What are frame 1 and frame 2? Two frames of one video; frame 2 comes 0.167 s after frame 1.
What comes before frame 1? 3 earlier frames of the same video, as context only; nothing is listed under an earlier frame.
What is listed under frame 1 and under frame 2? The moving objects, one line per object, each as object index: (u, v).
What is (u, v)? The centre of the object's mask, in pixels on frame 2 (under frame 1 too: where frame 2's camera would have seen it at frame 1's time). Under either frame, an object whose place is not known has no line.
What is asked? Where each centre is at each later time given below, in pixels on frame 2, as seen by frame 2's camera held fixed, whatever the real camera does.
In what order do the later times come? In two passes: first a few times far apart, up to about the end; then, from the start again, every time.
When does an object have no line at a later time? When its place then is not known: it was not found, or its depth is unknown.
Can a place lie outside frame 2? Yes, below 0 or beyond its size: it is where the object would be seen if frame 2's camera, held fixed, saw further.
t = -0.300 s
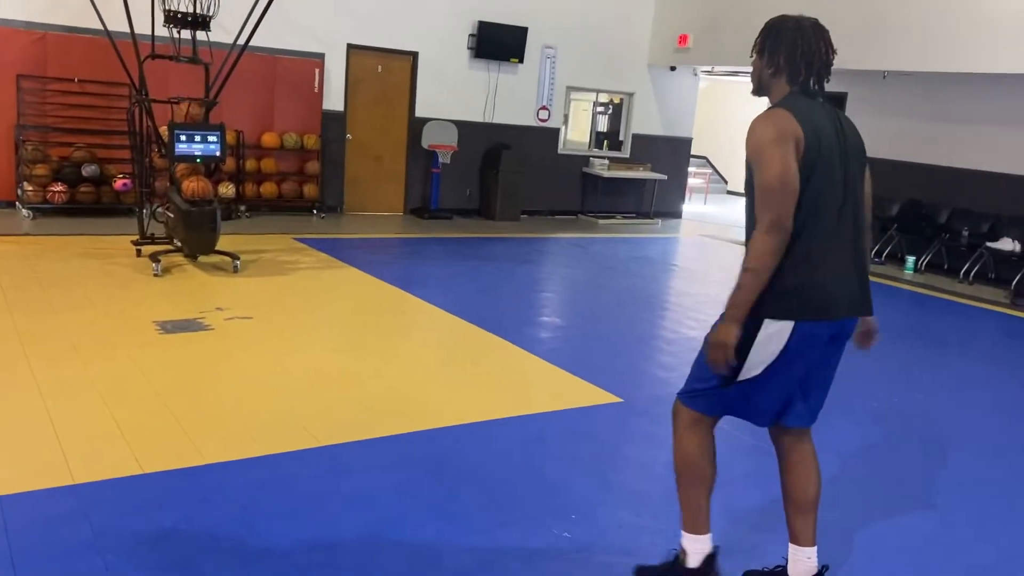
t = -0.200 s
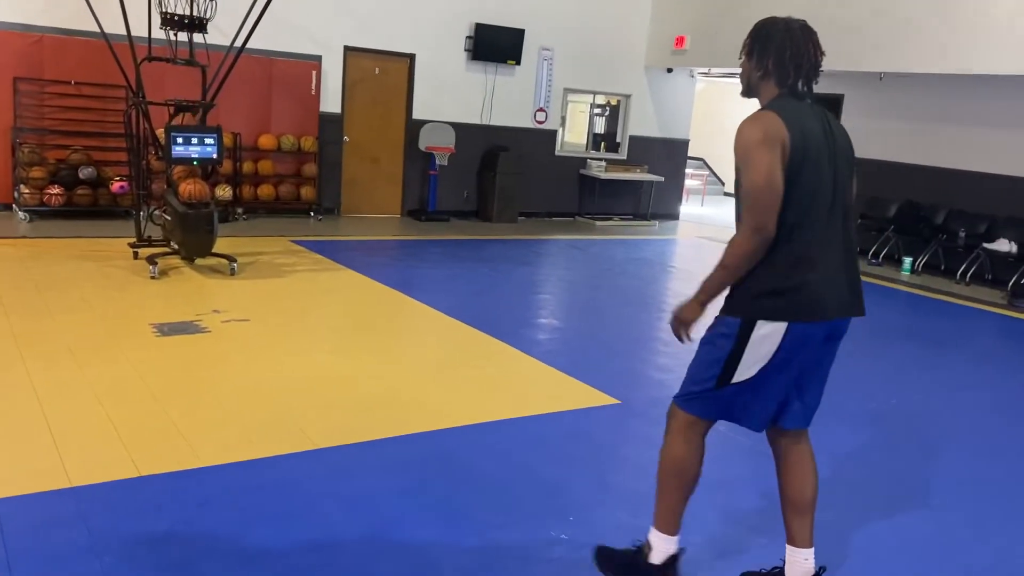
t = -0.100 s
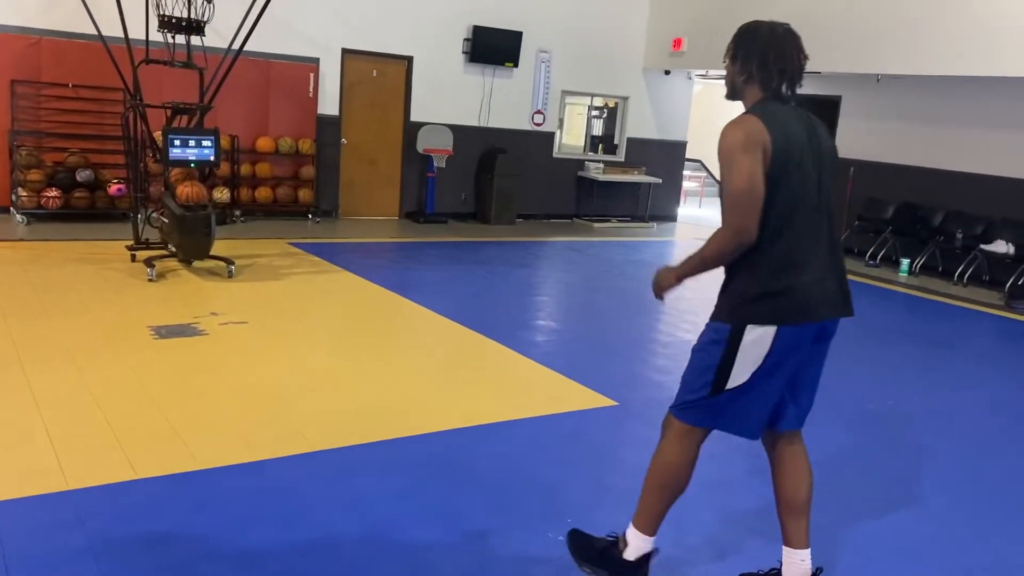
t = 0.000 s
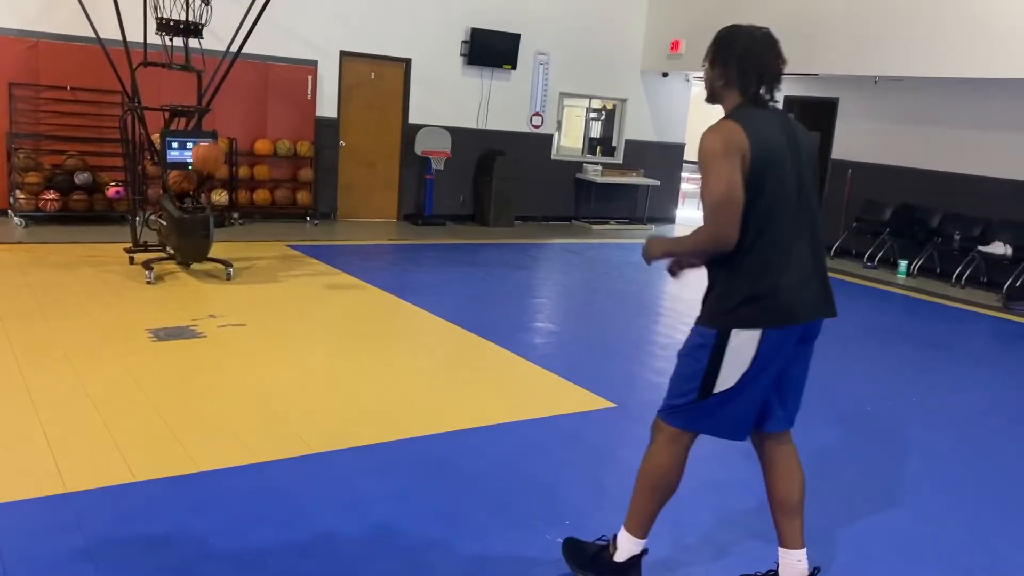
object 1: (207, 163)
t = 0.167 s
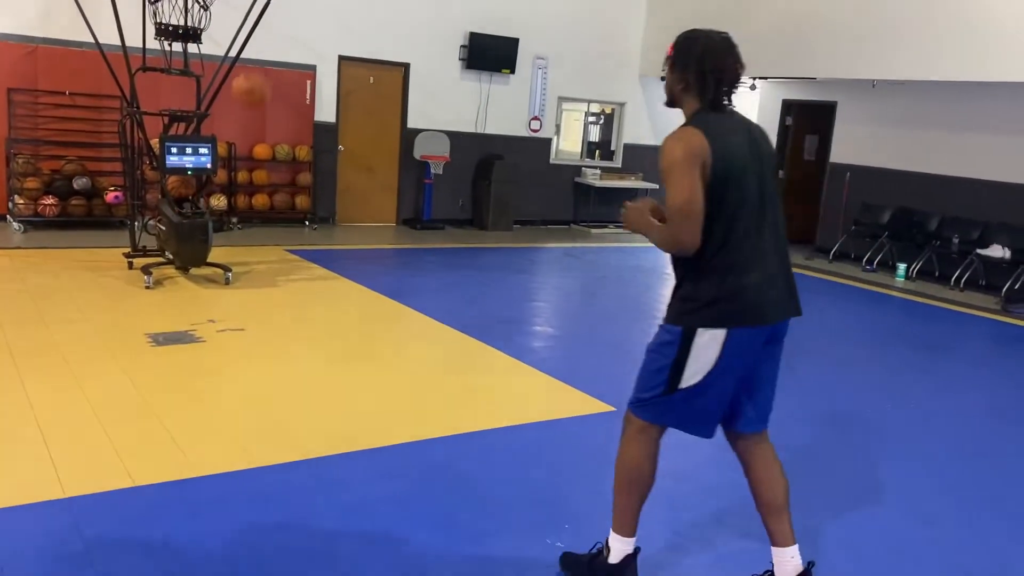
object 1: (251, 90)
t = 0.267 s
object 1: (283, 57)
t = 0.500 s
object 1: (383, 35)
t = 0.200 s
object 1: (260, 78)
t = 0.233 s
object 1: (272, 67)
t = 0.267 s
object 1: (283, 57)
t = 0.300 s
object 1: (295, 49)
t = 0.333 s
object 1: (308, 43)
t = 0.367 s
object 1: (321, 37)
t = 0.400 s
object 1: (335, 34)
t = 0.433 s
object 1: (350, 32)
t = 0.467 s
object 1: (366, 33)
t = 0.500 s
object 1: (383, 35)
